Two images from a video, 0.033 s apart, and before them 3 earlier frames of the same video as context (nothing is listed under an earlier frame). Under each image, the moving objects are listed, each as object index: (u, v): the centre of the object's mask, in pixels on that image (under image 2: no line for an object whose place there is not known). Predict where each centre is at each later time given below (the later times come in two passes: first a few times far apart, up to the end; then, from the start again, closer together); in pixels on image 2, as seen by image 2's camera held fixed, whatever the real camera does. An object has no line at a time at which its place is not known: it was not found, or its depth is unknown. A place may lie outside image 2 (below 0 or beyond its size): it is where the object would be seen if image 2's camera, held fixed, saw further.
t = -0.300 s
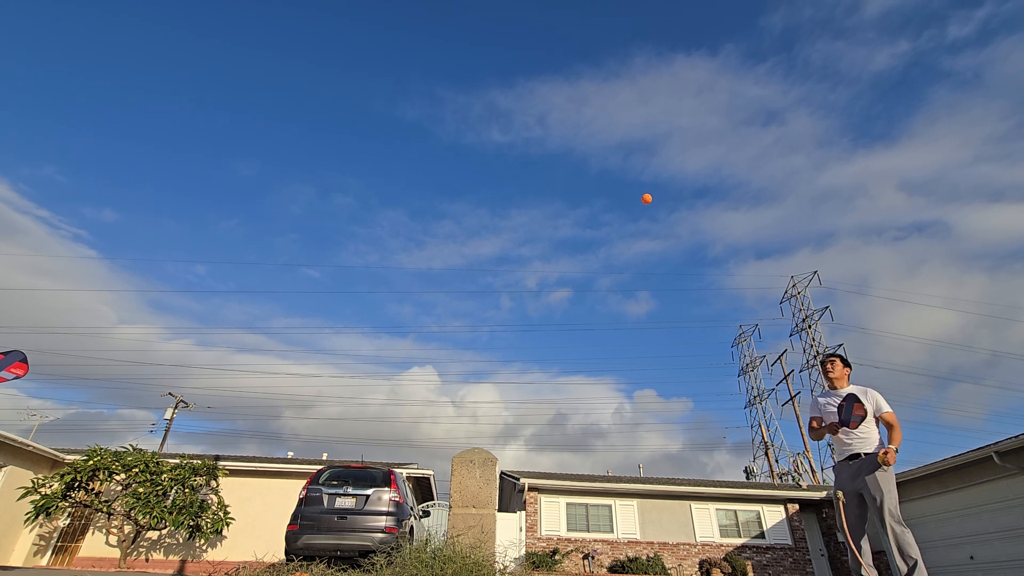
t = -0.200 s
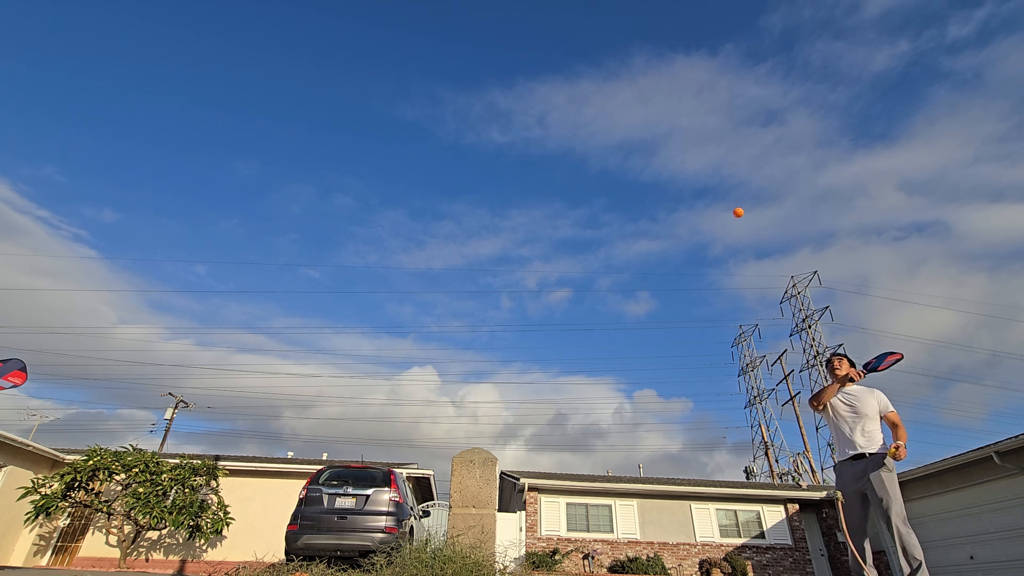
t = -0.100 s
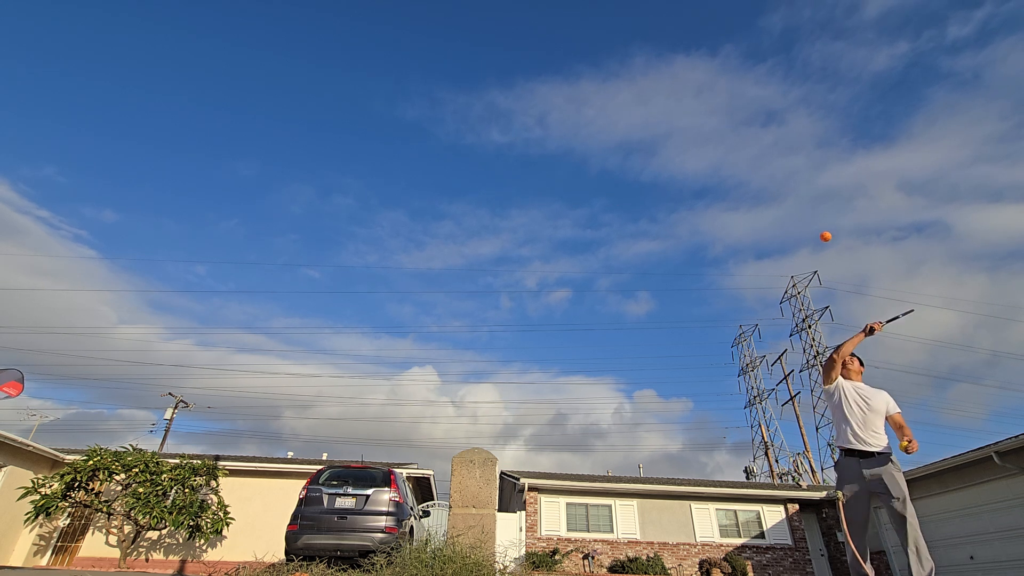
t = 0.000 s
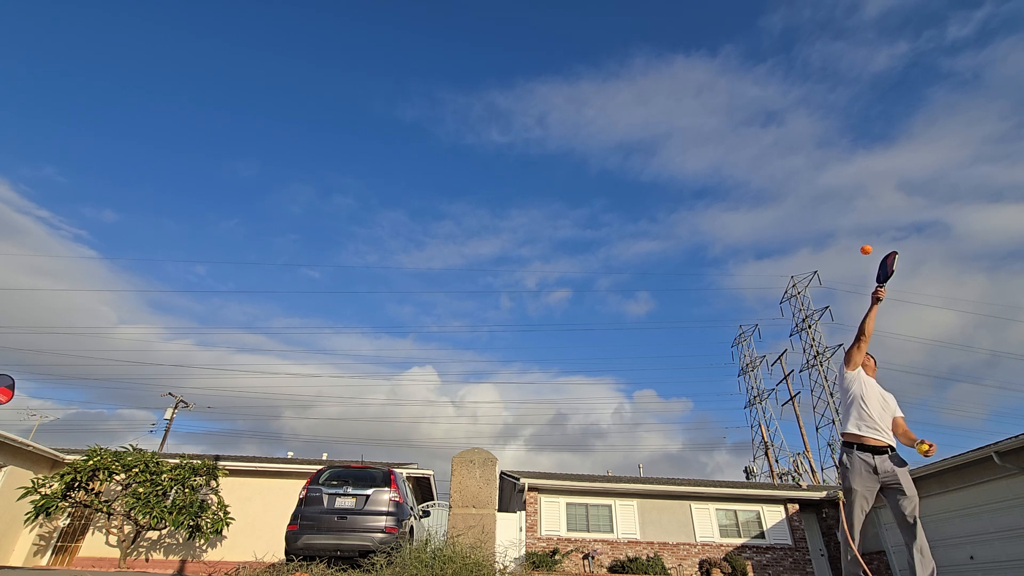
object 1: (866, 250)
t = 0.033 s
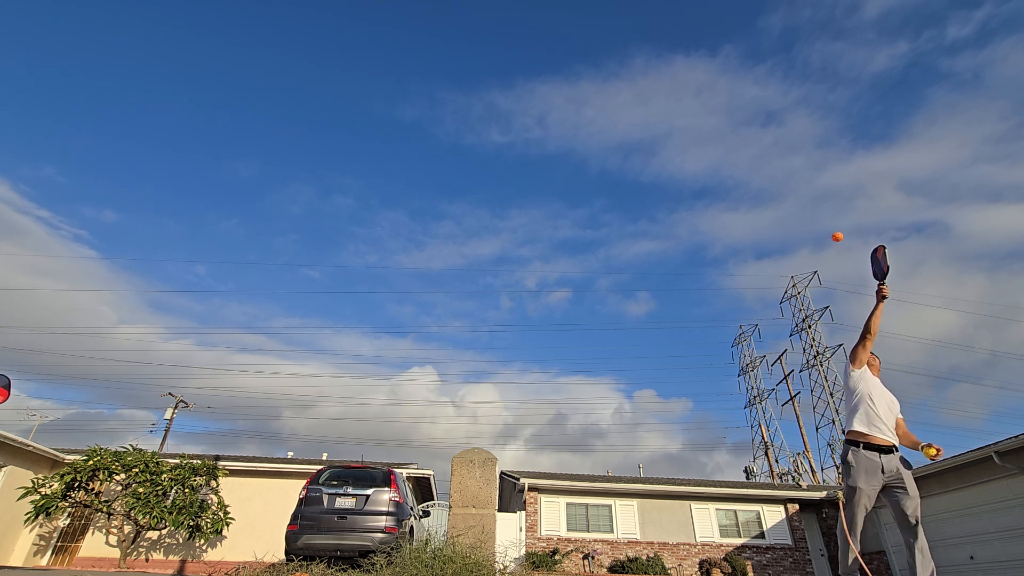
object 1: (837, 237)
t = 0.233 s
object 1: (692, 192)
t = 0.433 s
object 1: (574, 189)
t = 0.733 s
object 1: (408, 249)
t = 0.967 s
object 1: (263, 360)
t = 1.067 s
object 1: (188, 432)
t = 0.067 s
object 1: (810, 226)
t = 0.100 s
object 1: (784, 216)
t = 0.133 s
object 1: (759, 208)
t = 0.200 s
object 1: (713, 196)
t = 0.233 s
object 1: (692, 192)
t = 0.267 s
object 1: (671, 189)
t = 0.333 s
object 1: (631, 186)
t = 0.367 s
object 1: (611, 186)
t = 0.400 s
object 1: (593, 187)
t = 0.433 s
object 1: (574, 189)
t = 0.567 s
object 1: (500, 206)
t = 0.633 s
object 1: (464, 220)
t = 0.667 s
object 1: (446, 229)
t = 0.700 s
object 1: (427, 239)
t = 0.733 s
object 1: (408, 249)
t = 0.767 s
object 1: (389, 261)
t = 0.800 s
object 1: (369, 274)
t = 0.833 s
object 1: (349, 289)
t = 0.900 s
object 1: (307, 322)
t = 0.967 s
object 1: (263, 360)
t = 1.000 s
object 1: (239, 382)
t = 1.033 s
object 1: (214, 406)
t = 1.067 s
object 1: (188, 432)
